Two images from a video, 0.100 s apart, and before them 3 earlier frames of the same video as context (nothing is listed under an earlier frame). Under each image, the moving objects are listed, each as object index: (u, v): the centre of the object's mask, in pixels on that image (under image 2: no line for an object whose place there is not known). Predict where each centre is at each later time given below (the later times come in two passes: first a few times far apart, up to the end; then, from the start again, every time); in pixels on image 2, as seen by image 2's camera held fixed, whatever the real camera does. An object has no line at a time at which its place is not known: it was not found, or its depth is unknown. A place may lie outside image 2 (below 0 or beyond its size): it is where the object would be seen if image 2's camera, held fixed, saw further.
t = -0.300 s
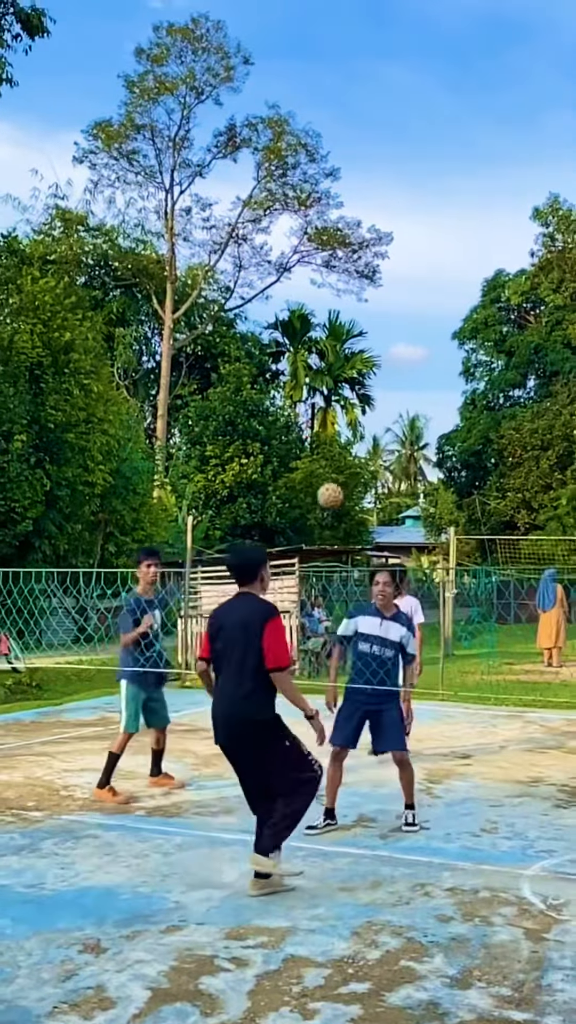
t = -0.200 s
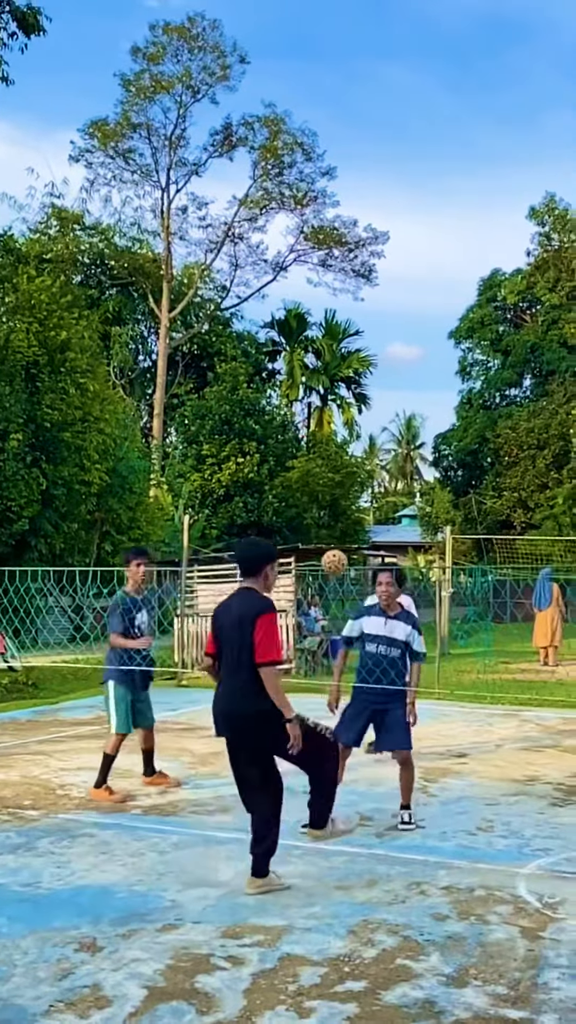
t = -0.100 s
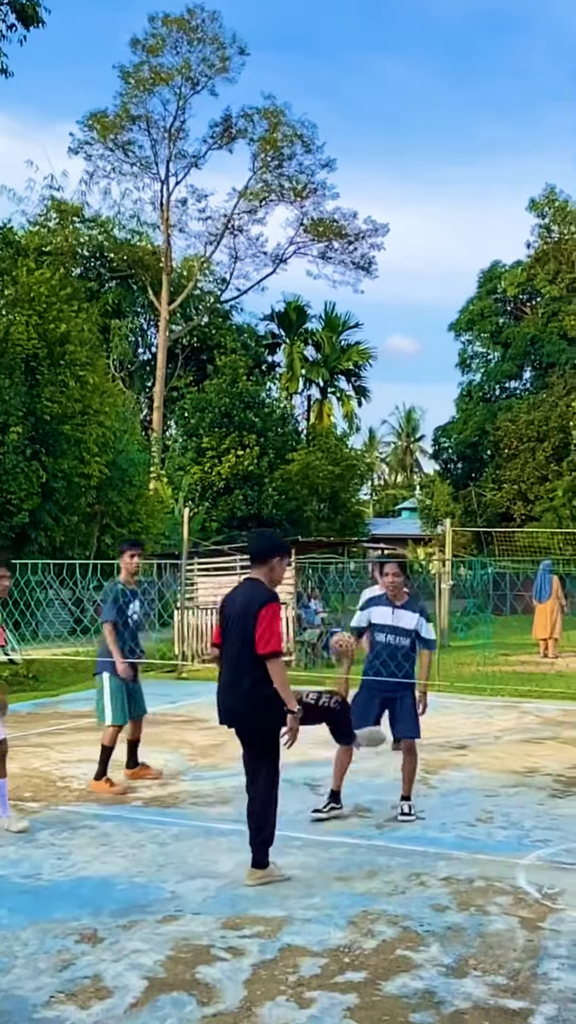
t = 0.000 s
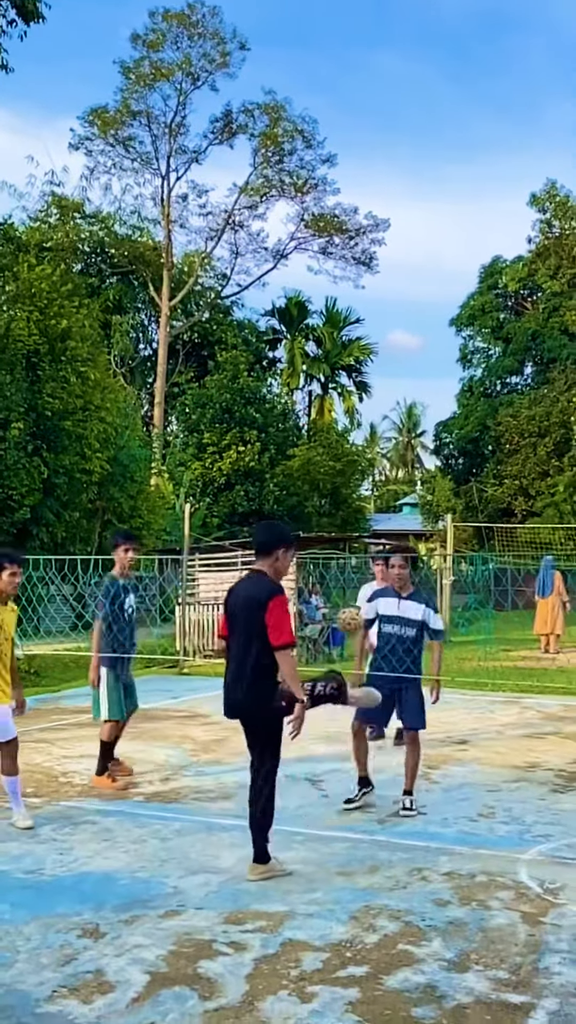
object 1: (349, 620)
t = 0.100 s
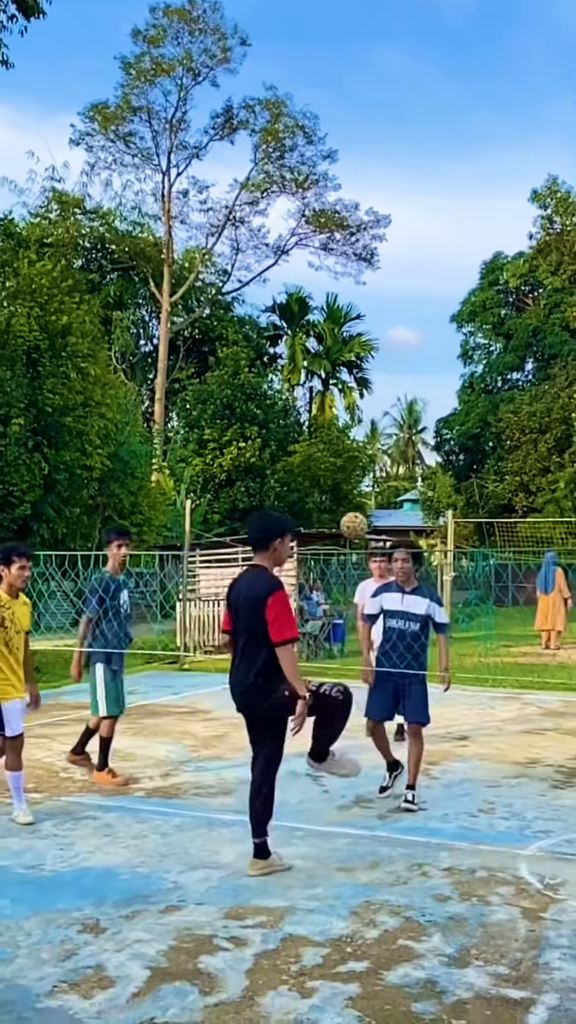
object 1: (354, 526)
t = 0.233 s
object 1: (359, 434)
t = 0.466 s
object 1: (367, 361)
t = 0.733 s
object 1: (380, 408)
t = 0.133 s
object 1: (355, 500)
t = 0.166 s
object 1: (356, 476)
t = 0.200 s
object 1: (357, 454)
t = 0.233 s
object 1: (359, 434)
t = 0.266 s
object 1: (360, 418)
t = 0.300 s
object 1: (361, 402)
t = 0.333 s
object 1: (363, 389)
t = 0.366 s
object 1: (364, 379)
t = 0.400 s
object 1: (365, 370)
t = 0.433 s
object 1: (366, 364)
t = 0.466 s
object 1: (367, 361)
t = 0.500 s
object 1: (369, 358)
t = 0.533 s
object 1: (371, 358)
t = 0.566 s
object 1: (372, 360)
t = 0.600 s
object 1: (374, 365)
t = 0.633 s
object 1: (375, 372)
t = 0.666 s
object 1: (377, 381)
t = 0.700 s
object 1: (379, 393)
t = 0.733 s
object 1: (380, 408)
